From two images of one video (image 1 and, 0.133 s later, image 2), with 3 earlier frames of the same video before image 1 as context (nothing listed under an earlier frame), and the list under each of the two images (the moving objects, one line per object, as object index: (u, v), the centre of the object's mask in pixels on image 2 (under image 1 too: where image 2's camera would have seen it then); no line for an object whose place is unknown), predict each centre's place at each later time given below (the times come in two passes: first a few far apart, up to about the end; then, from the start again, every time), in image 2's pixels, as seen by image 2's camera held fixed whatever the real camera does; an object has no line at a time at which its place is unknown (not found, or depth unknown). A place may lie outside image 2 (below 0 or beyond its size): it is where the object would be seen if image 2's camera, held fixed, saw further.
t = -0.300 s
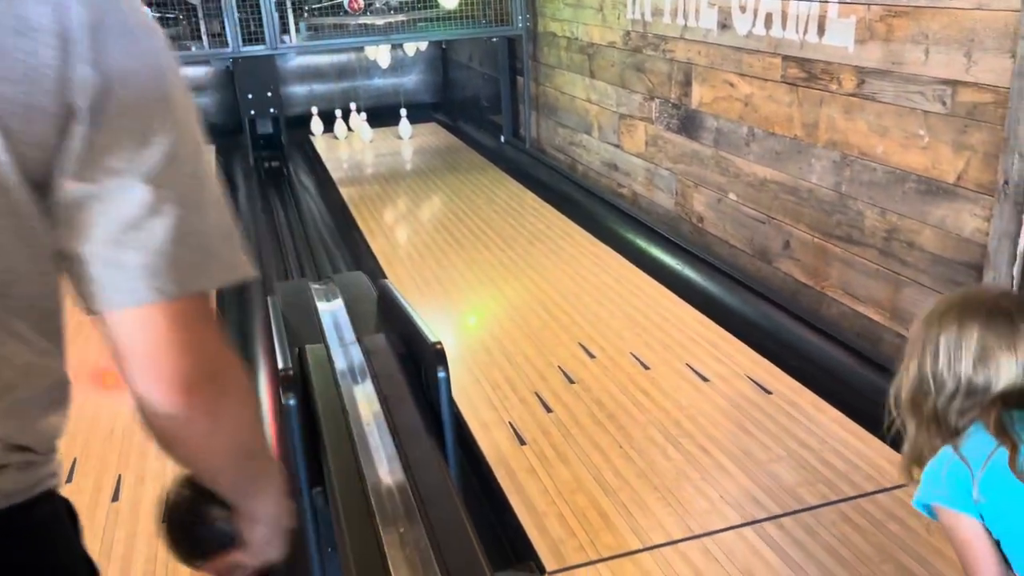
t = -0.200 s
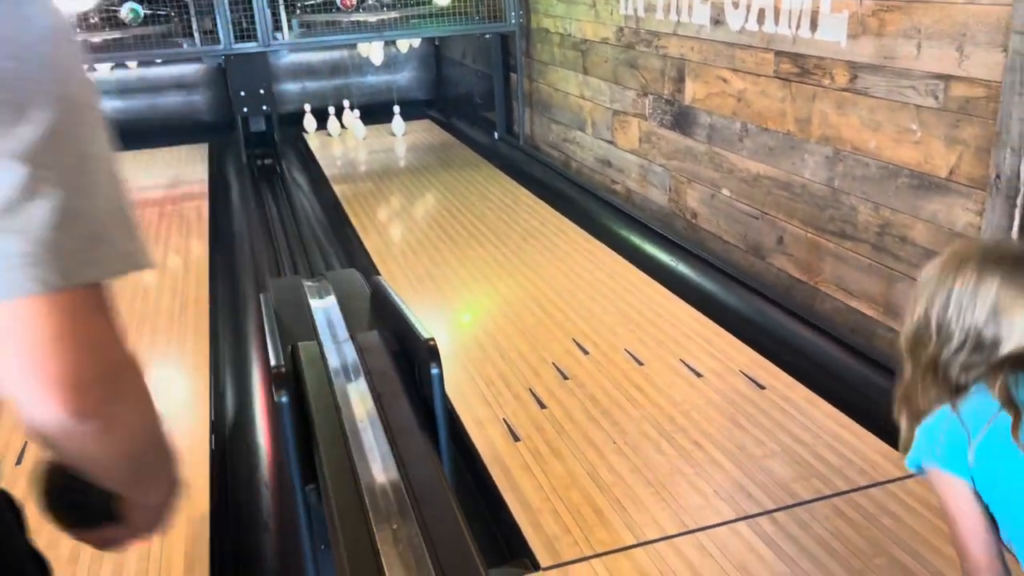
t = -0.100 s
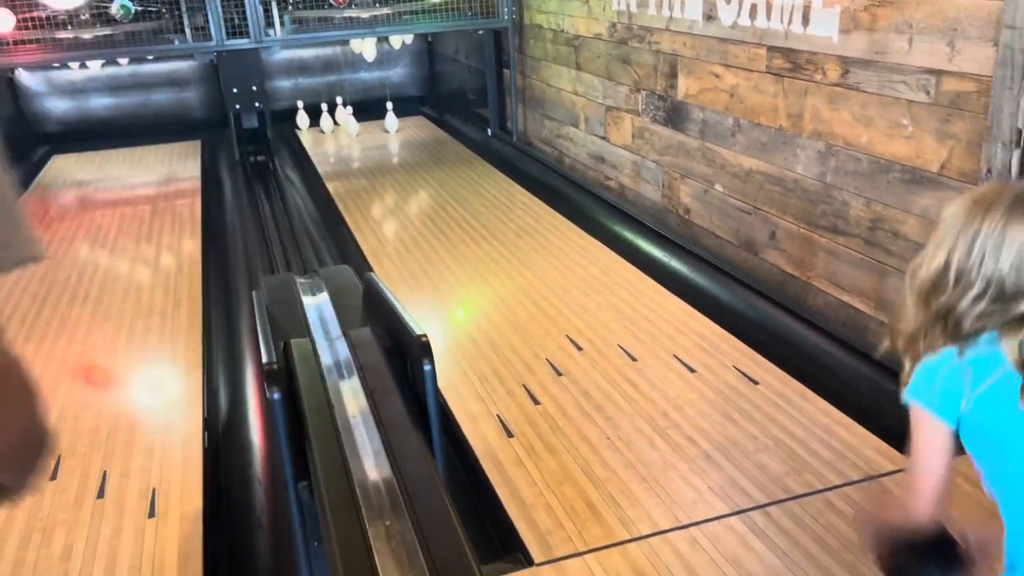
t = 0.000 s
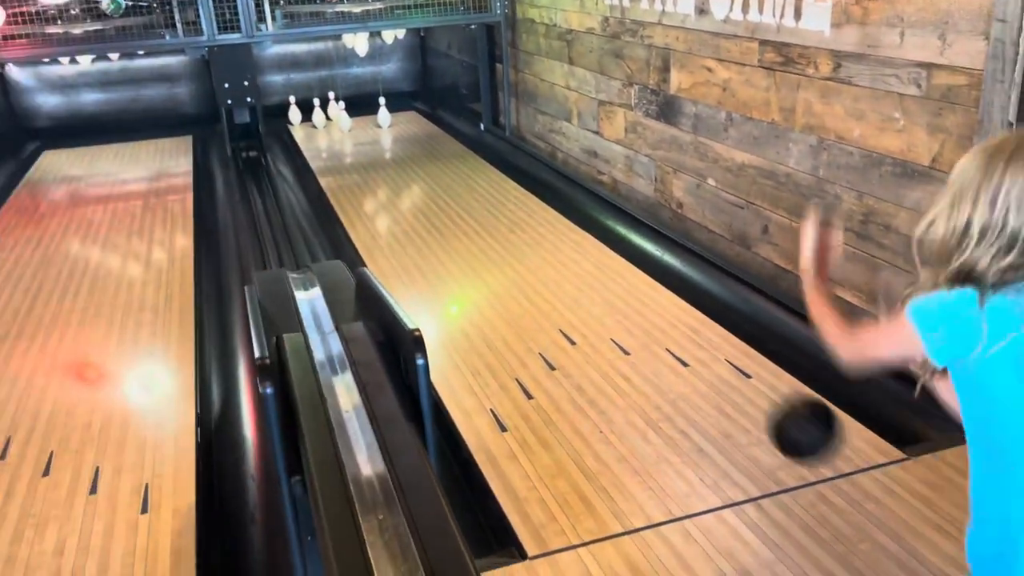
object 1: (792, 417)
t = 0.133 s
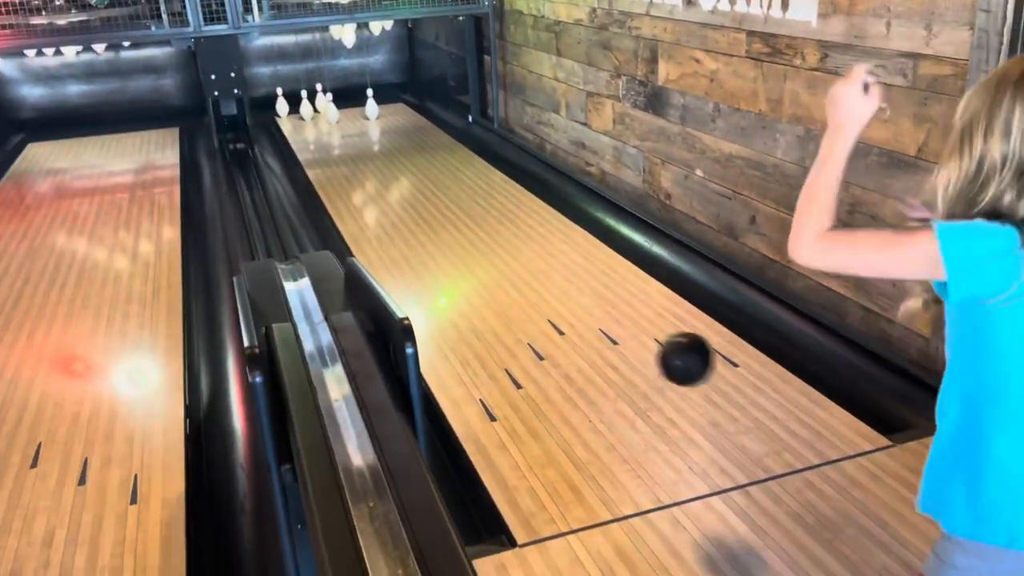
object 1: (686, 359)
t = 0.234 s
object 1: (628, 367)
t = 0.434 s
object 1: (551, 342)
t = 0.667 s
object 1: (489, 284)
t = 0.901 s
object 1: (442, 245)
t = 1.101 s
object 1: (411, 220)
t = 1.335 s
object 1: (382, 195)
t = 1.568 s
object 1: (357, 174)
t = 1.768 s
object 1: (339, 158)
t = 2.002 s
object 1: (321, 143)
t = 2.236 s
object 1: (306, 130)
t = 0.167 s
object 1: (665, 357)
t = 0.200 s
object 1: (646, 360)
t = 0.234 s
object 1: (628, 367)
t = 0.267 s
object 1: (613, 376)
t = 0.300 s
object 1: (599, 388)
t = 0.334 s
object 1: (587, 372)
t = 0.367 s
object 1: (573, 358)
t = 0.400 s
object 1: (562, 347)
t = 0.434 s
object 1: (551, 342)
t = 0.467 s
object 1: (541, 333)
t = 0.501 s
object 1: (531, 323)
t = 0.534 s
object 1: (522, 314)
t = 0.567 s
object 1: (513, 306)
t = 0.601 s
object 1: (505, 298)
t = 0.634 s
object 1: (497, 291)
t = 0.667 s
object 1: (489, 284)
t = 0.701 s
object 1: (481, 277)
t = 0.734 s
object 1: (474, 270)
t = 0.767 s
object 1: (467, 265)
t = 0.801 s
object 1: (461, 260)
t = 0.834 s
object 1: (454, 255)
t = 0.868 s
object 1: (448, 250)
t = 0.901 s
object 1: (442, 245)
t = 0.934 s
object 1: (437, 241)
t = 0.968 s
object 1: (431, 236)
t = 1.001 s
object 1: (426, 232)
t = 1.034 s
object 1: (421, 227)
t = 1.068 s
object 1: (416, 224)
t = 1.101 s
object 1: (411, 220)
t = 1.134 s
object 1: (406, 216)
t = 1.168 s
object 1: (402, 212)
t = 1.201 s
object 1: (398, 209)
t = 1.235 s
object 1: (393, 205)
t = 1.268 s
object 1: (389, 202)
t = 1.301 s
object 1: (385, 198)
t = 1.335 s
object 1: (382, 195)
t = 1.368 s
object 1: (377, 192)
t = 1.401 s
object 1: (374, 188)
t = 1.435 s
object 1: (370, 186)
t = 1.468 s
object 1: (367, 183)
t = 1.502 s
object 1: (363, 179)
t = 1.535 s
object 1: (360, 177)
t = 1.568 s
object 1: (357, 174)
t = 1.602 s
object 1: (354, 171)
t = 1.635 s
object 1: (351, 169)
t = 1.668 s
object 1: (348, 166)
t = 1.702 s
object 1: (345, 164)
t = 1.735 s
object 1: (342, 161)
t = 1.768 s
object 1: (339, 158)
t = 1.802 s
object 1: (336, 156)
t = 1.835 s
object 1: (334, 154)
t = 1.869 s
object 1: (331, 152)
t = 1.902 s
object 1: (329, 150)
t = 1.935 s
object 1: (326, 147)
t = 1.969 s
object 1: (323, 145)
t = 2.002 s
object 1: (321, 143)
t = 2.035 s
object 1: (319, 141)
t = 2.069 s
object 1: (317, 139)
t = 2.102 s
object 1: (314, 137)
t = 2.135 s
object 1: (312, 135)
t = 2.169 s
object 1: (310, 133)
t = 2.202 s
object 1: (308, 132)
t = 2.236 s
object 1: (306, 130)
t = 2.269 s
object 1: (304, 128)
